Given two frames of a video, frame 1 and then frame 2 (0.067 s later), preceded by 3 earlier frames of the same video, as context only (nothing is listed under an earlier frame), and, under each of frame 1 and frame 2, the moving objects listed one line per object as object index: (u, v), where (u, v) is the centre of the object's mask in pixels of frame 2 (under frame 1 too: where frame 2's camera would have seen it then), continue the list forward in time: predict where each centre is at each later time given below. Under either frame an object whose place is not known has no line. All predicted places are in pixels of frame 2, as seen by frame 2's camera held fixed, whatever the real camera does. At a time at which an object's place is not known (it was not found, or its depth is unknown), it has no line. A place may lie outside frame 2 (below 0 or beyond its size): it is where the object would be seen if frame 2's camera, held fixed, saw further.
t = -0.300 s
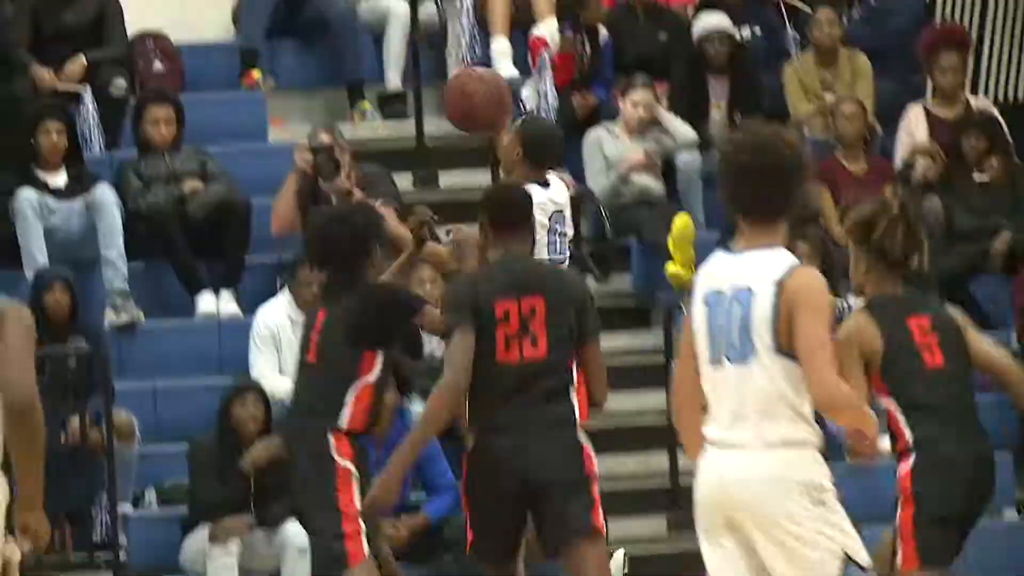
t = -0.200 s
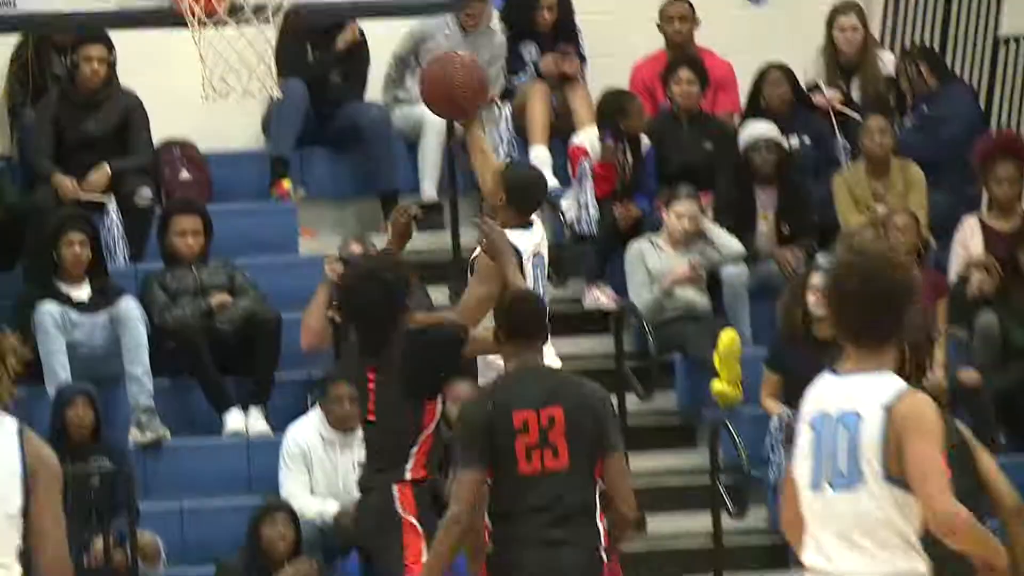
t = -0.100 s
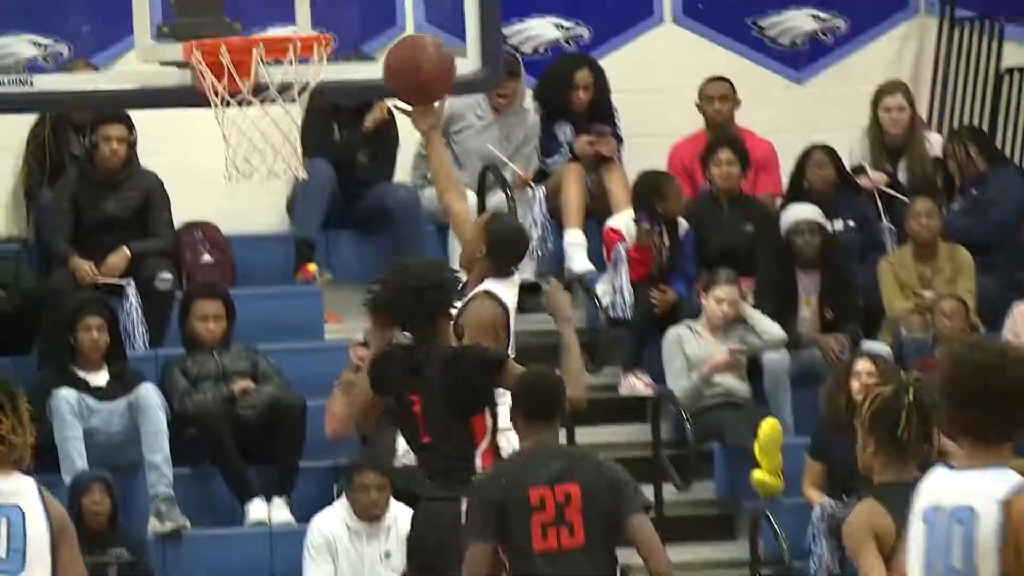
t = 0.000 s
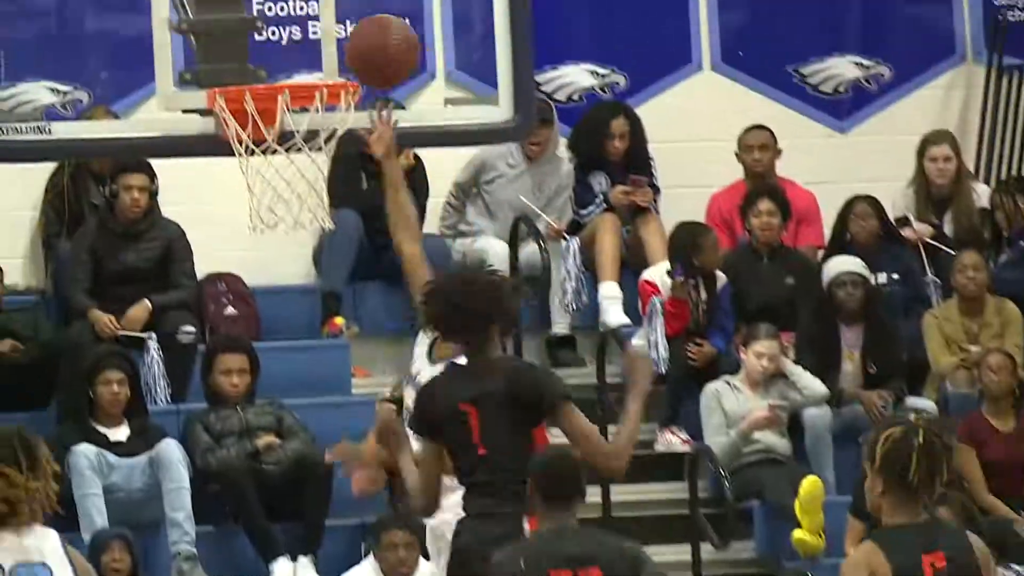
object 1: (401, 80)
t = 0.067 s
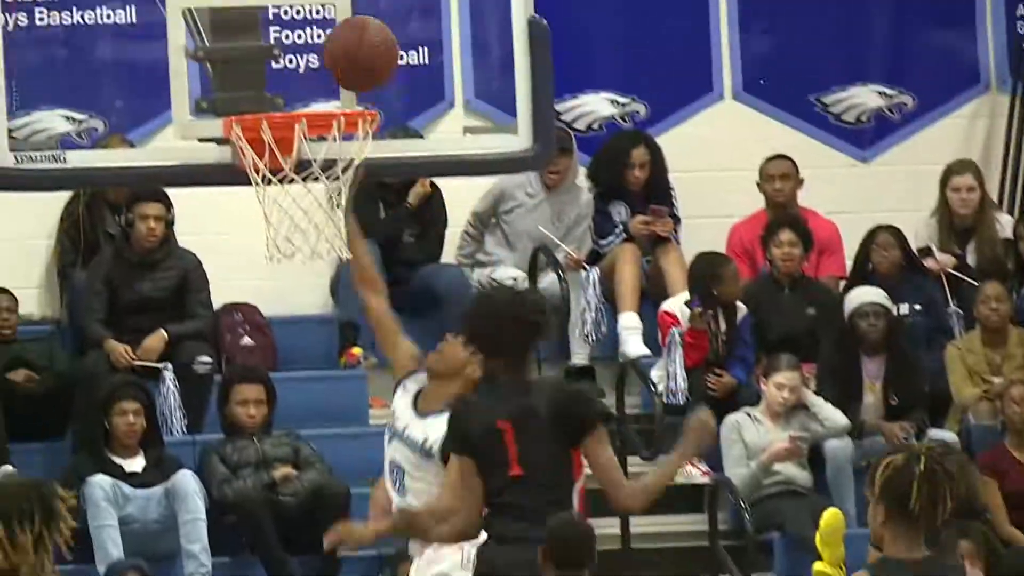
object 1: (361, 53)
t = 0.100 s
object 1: (356, 46)
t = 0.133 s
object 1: (352, 41)
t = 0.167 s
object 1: (348, 39)
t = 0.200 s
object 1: (344, 41)
